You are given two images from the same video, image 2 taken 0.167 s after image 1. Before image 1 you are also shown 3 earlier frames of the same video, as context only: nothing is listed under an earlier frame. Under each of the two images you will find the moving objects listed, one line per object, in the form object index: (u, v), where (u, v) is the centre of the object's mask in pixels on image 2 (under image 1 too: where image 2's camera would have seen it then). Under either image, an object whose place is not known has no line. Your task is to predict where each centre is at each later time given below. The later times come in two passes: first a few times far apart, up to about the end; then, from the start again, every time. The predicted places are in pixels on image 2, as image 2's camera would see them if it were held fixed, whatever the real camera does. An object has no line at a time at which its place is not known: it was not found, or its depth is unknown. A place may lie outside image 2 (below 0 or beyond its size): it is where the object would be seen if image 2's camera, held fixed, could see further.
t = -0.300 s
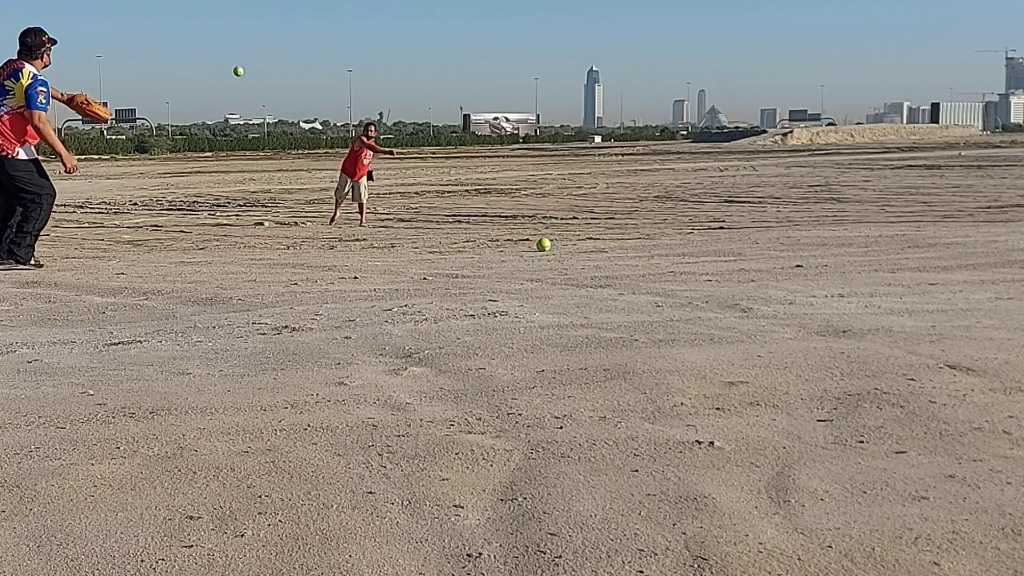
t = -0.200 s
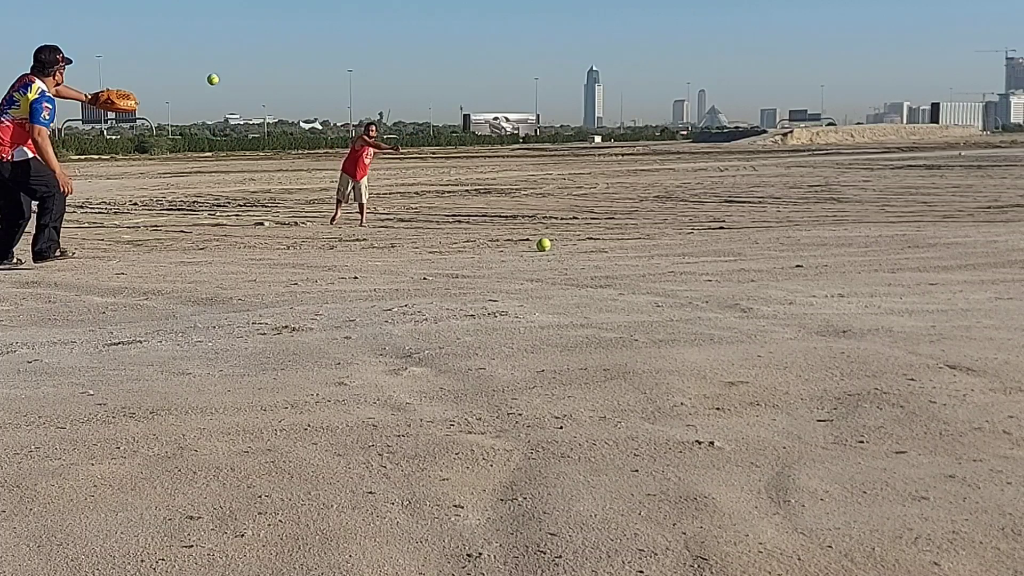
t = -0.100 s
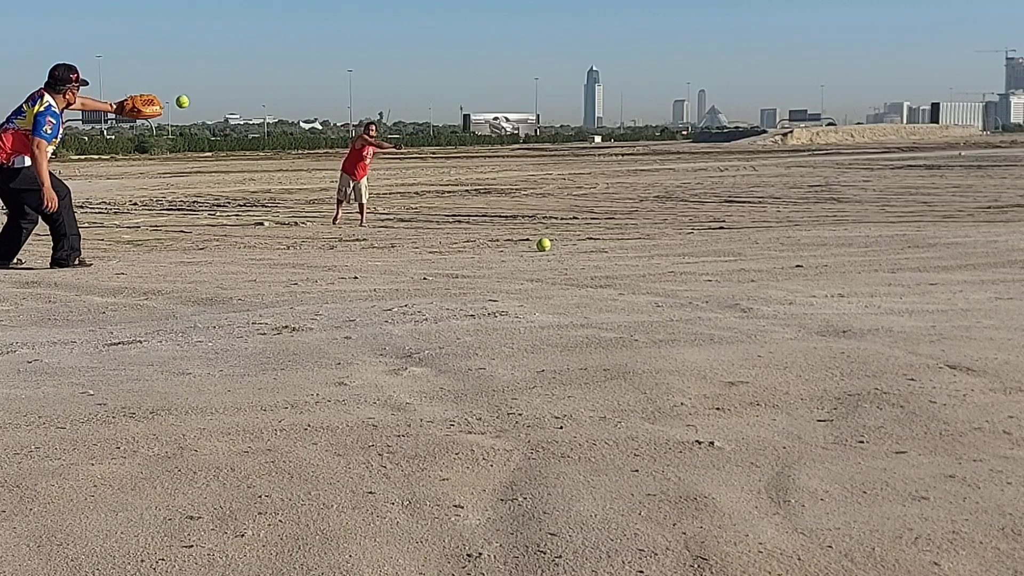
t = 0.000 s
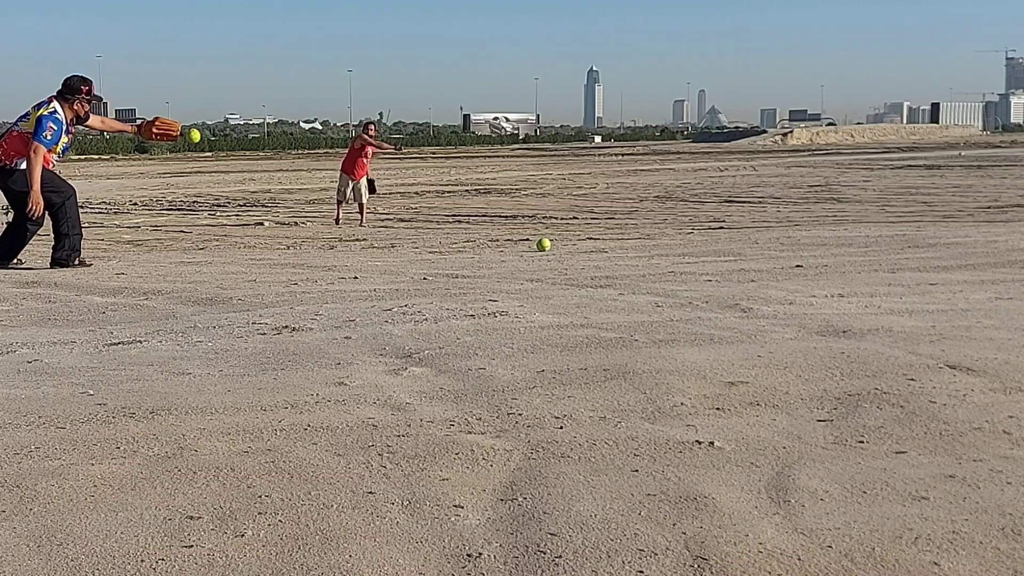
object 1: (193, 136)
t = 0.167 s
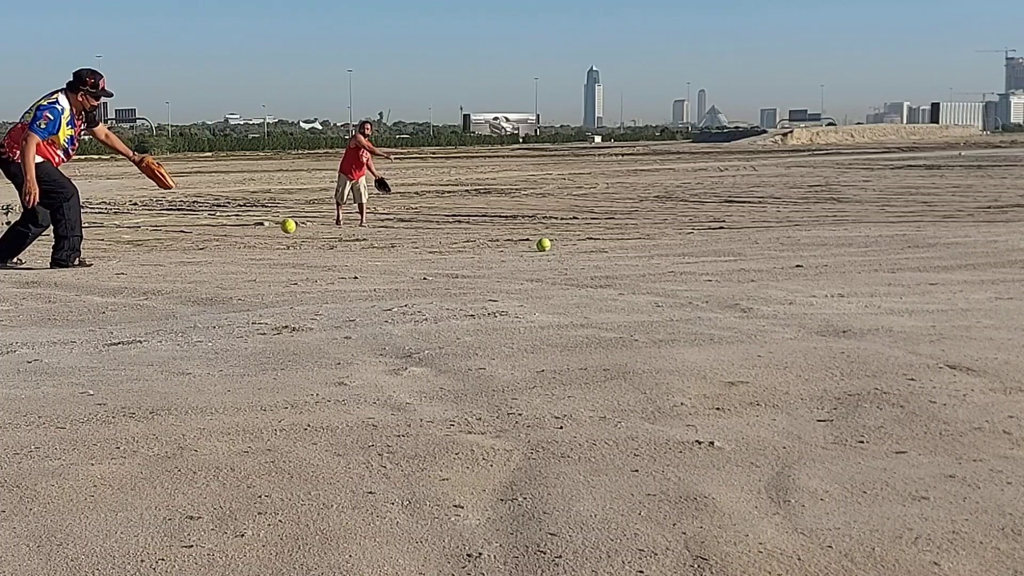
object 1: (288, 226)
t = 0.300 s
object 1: (339, 235)
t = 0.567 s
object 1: (424, 253)
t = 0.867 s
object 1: (534, 264)
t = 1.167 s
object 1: (659, 267)
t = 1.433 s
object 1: (785, 277)
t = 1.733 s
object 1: (954, 297)
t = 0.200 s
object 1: (308, 250)
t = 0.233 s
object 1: (320, 248)
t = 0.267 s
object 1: (329, 241)
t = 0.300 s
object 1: (339, 235)
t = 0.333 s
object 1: (349, 231)
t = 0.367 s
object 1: (359, 229)
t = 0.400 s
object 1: (369, 228)
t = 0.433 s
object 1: (380, 229)
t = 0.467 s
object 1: (391, 232)
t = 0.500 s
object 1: (401, 237)
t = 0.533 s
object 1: (412, 243)
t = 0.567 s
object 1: (424, 253)
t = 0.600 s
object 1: (435, 259)
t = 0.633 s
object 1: (447, 256)
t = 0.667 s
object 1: (458, 254)
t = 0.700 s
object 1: (470, 255)
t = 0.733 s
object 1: (483, 257)
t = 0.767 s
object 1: (495, 261)
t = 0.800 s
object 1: (508, 262)
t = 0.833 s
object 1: (521, 263)
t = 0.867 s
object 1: (534, 264)
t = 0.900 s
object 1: (547, 263)
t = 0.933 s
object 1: (561, 264)
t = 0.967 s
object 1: (574, 264)
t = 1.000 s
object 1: (588, 265)
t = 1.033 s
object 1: (602, 265)
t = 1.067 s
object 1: (616, 266)
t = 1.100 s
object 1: (631, 266)
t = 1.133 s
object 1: (645, 267)
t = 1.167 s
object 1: (659, 267)
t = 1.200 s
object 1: (674, 266)
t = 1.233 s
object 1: (689, 268)
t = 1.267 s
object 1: (704, 271)
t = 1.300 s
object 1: (720, 271)
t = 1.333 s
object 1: (736, 272)
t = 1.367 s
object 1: (752, 274)
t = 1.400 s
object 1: (768, 275)
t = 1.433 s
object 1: (785, 277)
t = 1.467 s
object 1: (802, 278)
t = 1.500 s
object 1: (820, 281)
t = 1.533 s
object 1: (838, 285)
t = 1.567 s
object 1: (856, 285)
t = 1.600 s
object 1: (875, 285)
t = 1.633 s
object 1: (894, 290)
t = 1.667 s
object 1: (914, 292)
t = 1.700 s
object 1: (934, 295)
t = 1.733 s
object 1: (954, 297)
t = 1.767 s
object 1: (974, 300)
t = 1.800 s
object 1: (996, 301)
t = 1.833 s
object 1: (1014, 304)
